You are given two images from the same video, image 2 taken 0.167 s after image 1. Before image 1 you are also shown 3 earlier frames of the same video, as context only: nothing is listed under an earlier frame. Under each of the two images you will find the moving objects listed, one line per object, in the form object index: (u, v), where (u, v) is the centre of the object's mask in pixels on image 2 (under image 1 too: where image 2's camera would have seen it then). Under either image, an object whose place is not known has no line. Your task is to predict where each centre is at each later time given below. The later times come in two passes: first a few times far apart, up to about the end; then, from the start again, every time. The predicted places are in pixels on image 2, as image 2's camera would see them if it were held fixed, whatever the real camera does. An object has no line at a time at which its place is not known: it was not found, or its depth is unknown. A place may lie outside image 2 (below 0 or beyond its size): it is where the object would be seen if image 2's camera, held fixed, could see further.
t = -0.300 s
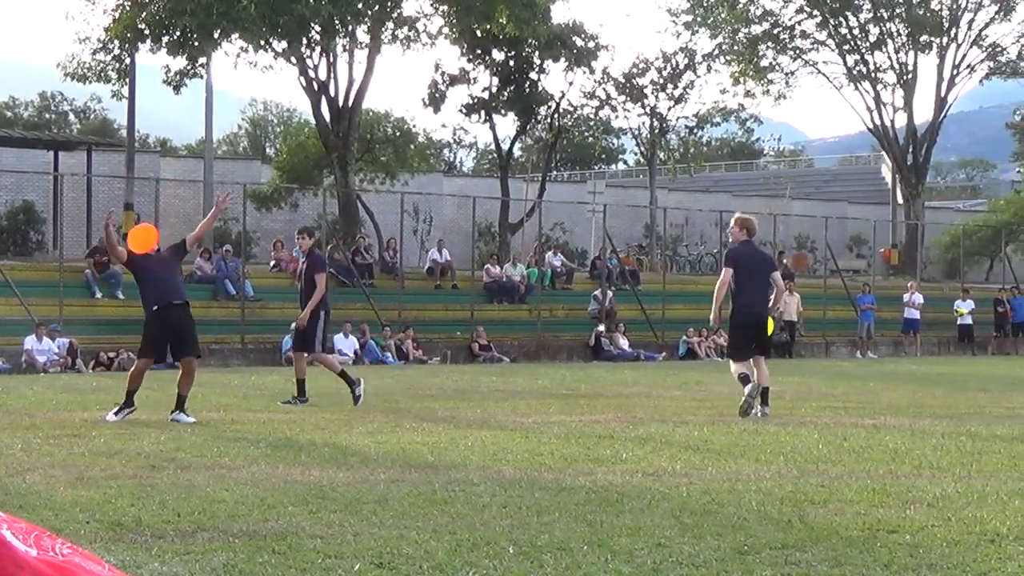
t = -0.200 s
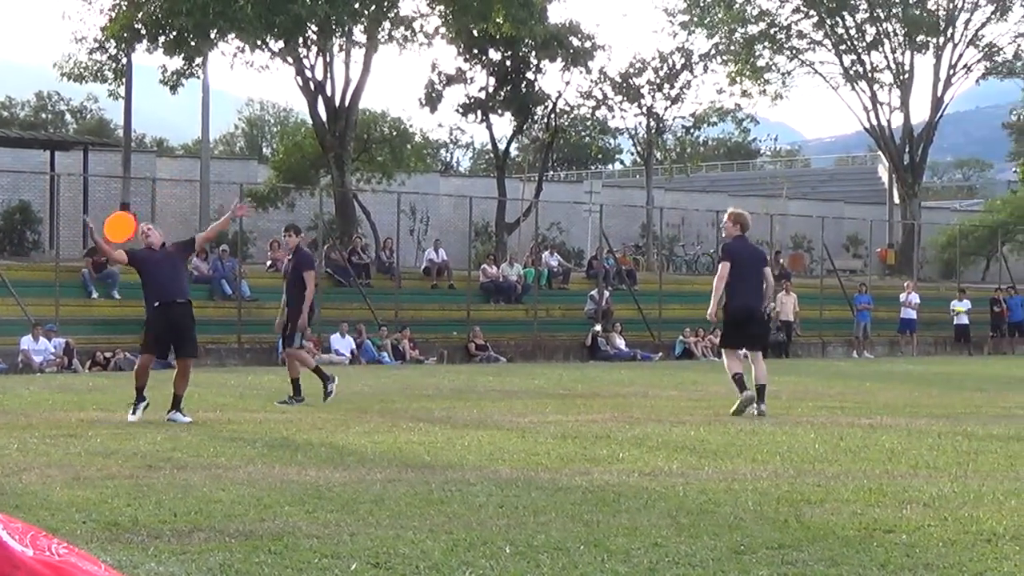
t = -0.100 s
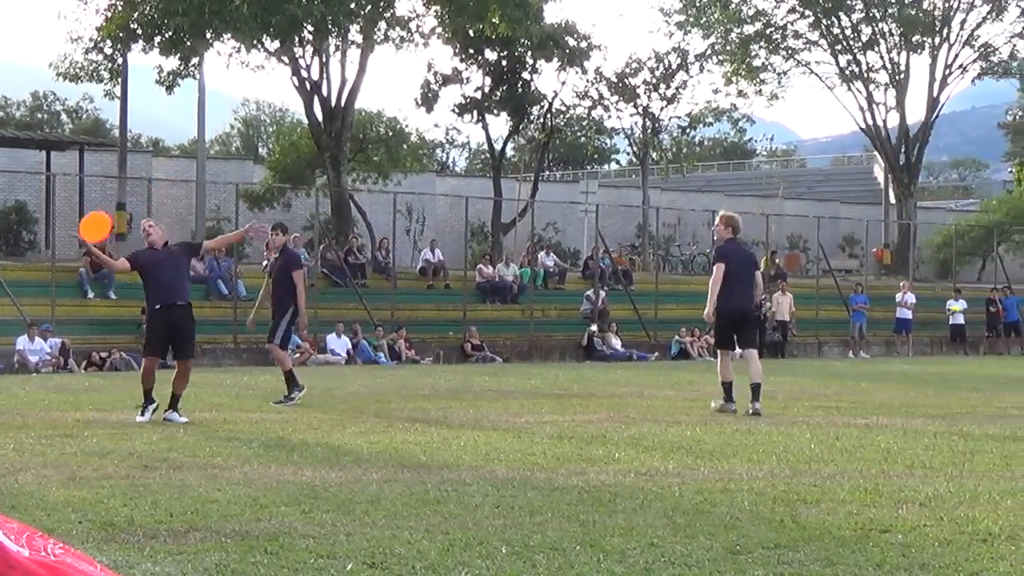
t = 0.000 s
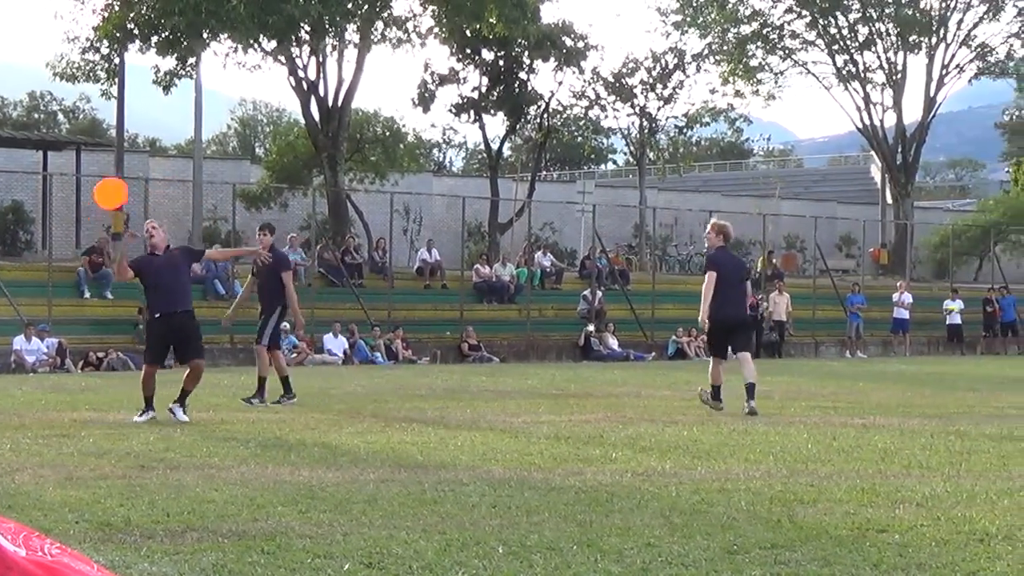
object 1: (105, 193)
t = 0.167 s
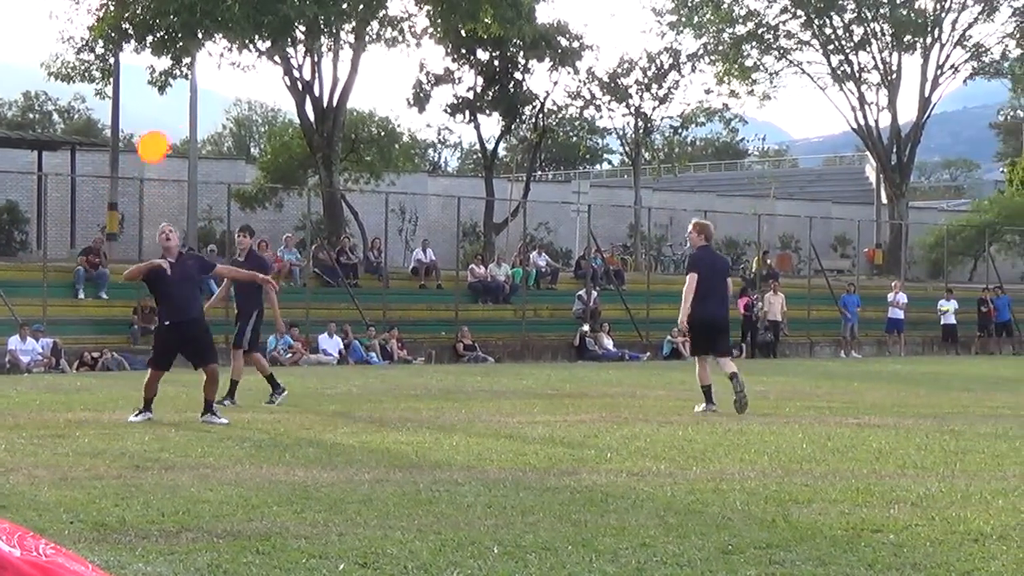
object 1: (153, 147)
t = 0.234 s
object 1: (171, 137)
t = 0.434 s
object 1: (223, 133)
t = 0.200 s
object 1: (163, 141)
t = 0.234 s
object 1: (171, 137)
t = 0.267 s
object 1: (180, 133)
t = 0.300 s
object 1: (189, 130)
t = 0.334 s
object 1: (197, 130)
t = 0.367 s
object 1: (205, 129)
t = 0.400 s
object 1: (215, 131)
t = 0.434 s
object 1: (223, 133)
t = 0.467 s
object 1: (231, 137)
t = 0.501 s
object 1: (238, 141)
